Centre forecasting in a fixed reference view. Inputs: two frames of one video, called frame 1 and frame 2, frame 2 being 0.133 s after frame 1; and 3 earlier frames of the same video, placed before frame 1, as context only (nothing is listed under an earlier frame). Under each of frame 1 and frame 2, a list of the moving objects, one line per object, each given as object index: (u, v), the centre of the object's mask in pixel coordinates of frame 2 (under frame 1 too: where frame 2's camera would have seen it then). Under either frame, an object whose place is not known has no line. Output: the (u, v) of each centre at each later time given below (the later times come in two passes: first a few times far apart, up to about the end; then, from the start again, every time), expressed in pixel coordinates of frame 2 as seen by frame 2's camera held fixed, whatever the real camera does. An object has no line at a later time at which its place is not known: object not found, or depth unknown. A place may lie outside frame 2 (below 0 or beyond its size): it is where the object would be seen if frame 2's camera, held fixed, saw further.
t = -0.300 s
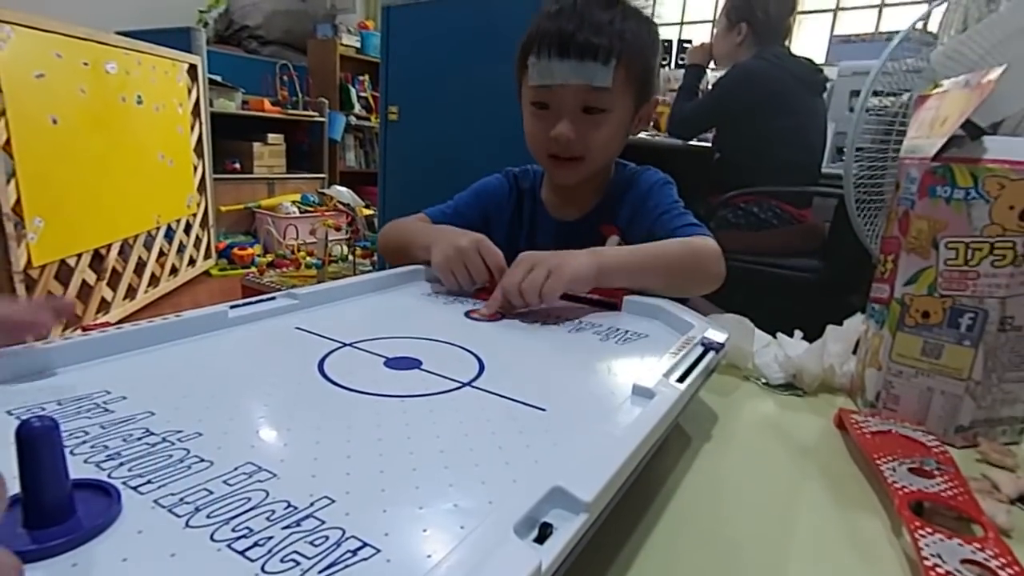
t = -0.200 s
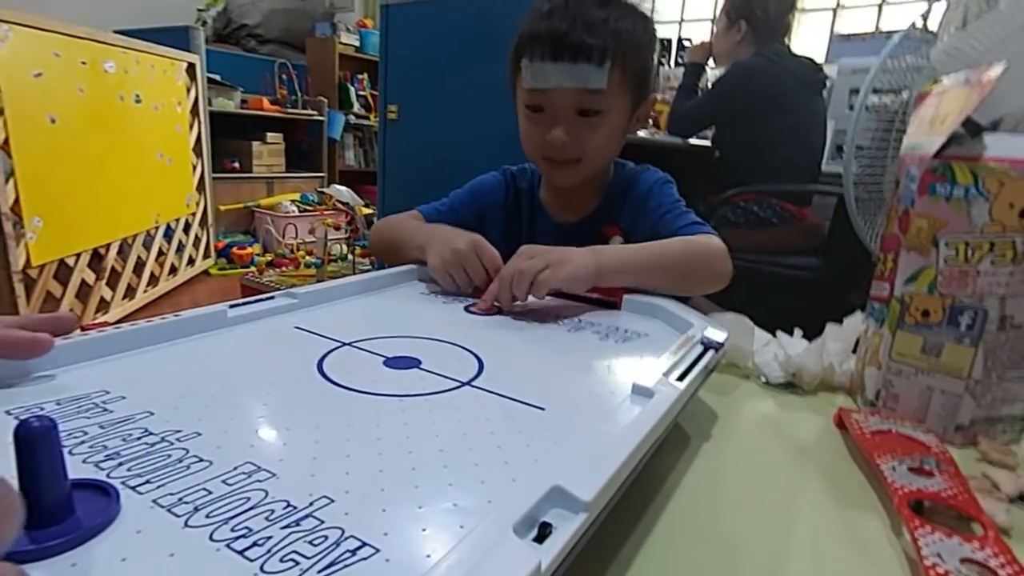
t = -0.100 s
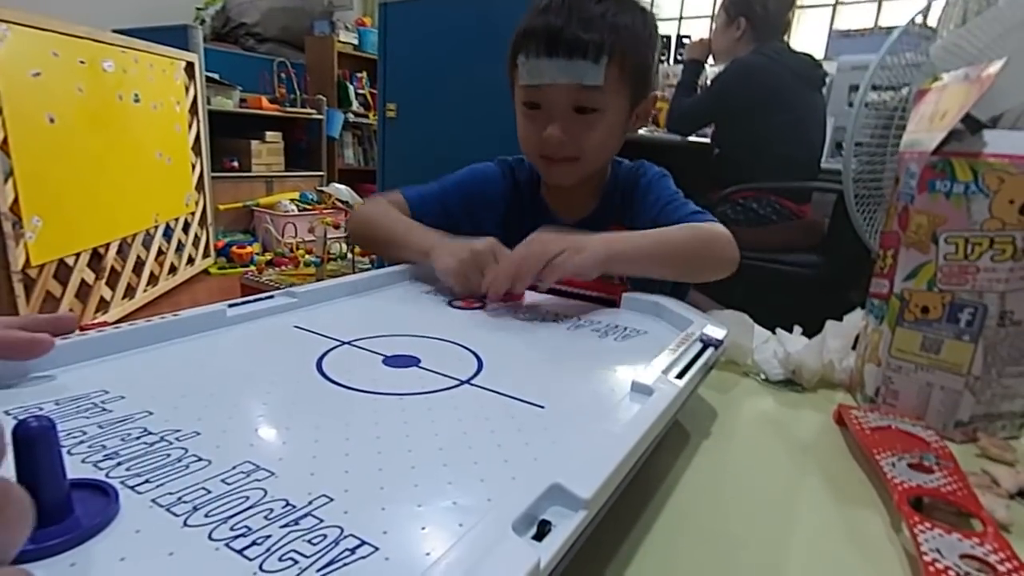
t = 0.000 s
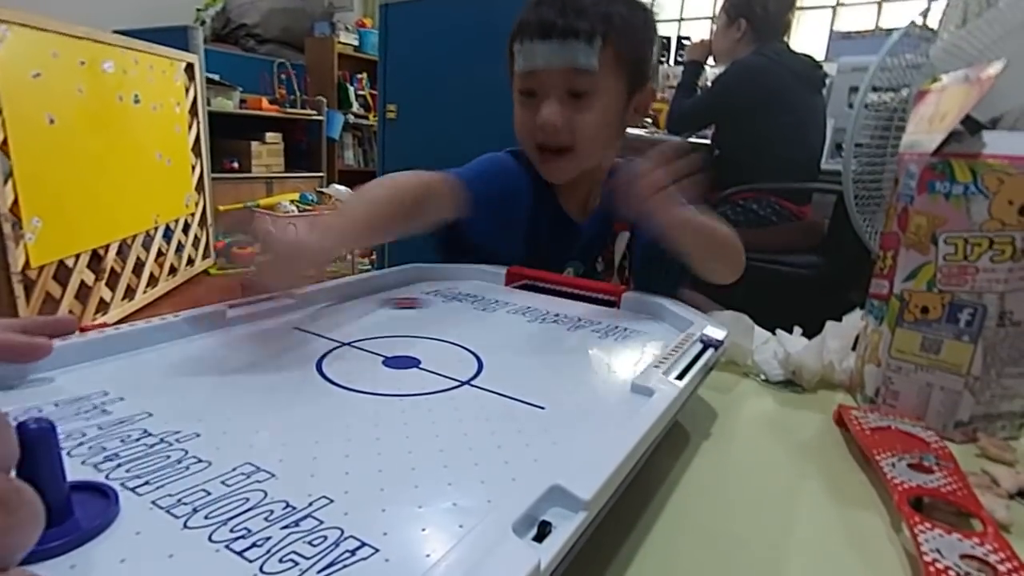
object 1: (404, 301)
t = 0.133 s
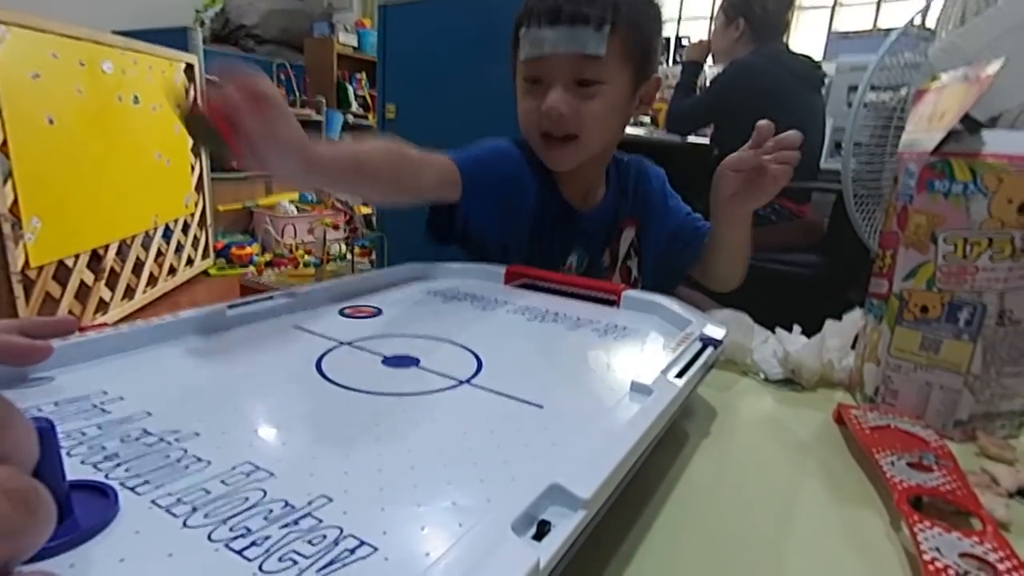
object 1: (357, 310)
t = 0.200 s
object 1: (364, 321)
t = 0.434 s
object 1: (397, 356)
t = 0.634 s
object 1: (434, 376)
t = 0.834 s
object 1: (459, 384)
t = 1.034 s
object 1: (481, 387)
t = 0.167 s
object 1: (359, 315)
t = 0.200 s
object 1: (364, 321)
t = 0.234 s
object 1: (369, 325)
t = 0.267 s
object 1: (370, 329)
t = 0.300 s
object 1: (379, 337)
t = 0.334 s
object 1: (384, 341)
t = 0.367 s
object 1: (388, 346)
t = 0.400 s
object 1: (394, 351)
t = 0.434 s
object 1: (397, 356)
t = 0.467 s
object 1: (403, 360)
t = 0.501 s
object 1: (408, 363)
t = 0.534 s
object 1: (415, 366)
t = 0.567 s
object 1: (424, 371)
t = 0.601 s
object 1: (430, 374)
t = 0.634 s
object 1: (434, 376)
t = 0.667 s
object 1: (440, 378)
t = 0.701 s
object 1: (444, 380)
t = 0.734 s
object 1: (449, 382)
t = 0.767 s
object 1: (450, 382)
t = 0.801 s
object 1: (454, 383)
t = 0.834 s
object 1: (459, 384)
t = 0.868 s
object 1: (463, 385)
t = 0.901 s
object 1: (467, 386)
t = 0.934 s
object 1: (471, 386)
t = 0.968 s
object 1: (475, 387)
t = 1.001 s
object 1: (478, 387)
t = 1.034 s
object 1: (481, 387)
